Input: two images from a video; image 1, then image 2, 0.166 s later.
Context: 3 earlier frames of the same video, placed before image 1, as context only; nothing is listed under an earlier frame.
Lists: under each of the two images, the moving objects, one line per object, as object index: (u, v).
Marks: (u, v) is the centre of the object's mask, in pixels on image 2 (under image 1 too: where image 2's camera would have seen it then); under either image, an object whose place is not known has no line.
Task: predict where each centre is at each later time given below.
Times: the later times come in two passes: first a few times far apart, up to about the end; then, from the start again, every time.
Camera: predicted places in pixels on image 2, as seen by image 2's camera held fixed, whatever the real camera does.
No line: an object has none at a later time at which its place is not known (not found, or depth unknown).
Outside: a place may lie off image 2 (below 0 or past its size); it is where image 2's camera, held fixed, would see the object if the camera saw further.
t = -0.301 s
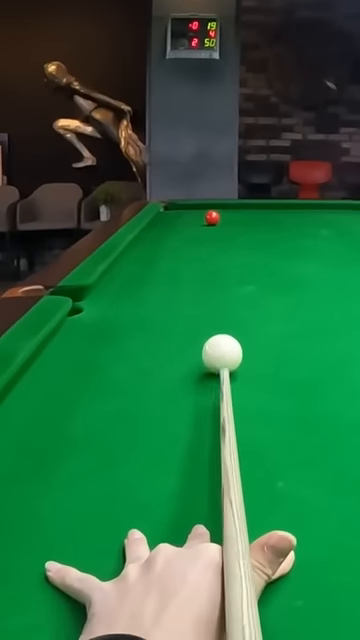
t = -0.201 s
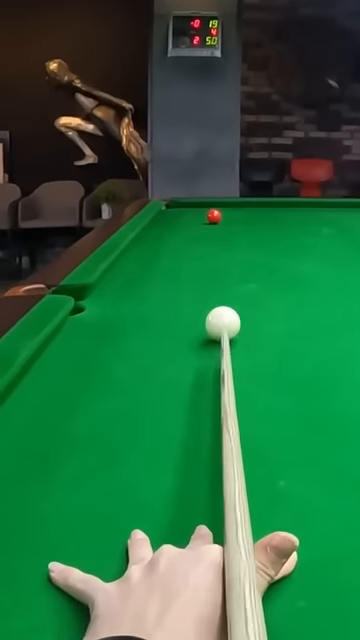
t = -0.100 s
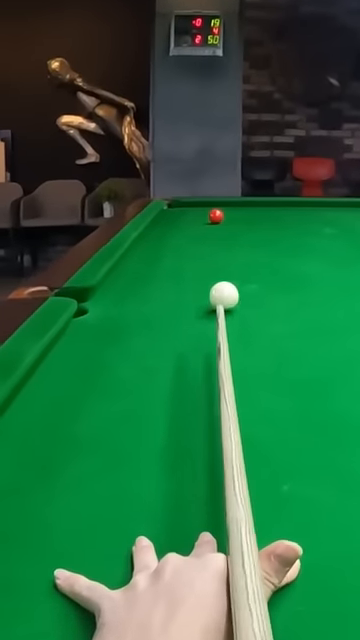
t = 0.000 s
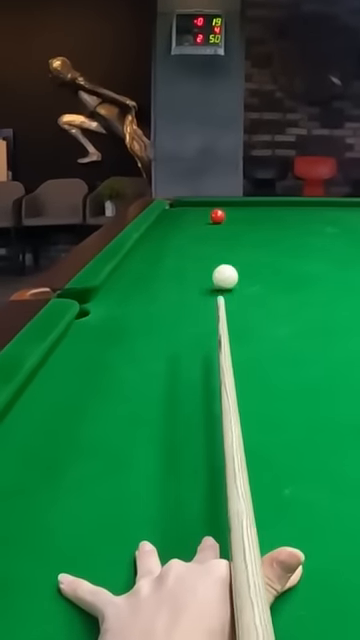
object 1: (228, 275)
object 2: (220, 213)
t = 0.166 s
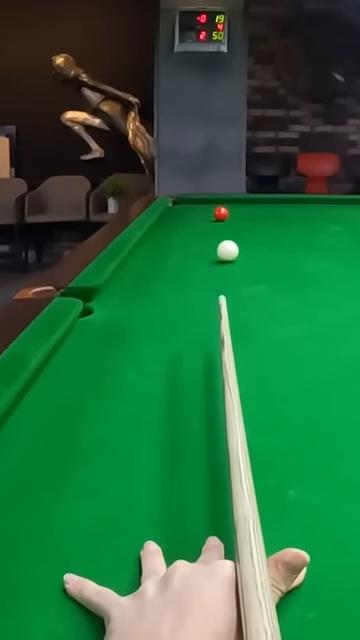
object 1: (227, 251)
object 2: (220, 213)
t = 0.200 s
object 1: (227, 247)
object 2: (220, 214)
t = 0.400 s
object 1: (227, 228)
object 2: (220, 213)
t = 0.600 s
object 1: (228, 215)
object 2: (218, 212)
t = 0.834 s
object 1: (255, 212)
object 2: (198, 206)
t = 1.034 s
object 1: (273, 208)
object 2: (185, 201)
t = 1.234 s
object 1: (289, 206)
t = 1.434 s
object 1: (303, 203)
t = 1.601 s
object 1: (313, 201)
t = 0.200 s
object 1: (227, 247)
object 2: (220, 214)
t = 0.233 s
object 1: (227, 243)
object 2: (220, 213)
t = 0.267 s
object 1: (227, 240)
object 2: (220, 213)
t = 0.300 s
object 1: (227, 236)
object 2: (220, 213)
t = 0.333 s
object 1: (227, 234)
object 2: (220, 213)
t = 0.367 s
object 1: (227, 231)
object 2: (221, 213)
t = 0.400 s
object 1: (227, 228)
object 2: (220, 213)
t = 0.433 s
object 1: (227, 226)
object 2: (220, 213)
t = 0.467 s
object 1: (227, 223)
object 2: (220, 212)
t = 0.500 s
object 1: (227, 221)
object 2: (220, 212)
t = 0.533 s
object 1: (227, 219)
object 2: (219, 211)
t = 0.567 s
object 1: (227, 217)
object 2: (218, 211)
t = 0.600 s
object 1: (228, 215)
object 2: (218, 212)
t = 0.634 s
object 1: (233, 215)
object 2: (217, 212)
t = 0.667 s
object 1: (237, 215)
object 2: (213, 211)
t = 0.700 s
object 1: (242, 214)
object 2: (210, 210)
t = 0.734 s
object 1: (245, 214)
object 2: (207, 209)
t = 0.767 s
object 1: (249, 213)
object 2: (203, 208)
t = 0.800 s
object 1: (252, 212)
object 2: (201, 207)
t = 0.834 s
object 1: (255, 212)
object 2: (198, 206)
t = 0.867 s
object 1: (259, 211)
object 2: (196, 205)
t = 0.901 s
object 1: (262, 211)
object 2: (193, 204)
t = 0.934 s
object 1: (265, 210)
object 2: (191, 203)
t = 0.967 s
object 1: (268, 209)
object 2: (189, 203)
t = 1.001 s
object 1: (270, 209)
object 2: (187, 202)
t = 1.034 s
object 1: (273, 208)
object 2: (185, 201)
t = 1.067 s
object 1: (276, 208)
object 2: (182, 200)
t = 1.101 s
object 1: (279, 207)
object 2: (180, 199)
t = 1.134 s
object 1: (281, 207)
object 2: (178, 199)
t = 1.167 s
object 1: (284, 206)
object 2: (177, 199)
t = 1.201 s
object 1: (286, 206)
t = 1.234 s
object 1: (289, 206)
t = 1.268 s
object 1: (291, 205)
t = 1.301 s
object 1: (294, 205)
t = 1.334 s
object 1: (296, 204)
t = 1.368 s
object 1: (298, 204)
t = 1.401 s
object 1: (301, 204)
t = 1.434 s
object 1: (303, 203)
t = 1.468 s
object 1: (305, 203)
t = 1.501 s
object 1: (307, 203)
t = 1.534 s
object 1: (309, 202)
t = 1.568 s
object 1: (311, 202)
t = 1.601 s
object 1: (313, 201)
